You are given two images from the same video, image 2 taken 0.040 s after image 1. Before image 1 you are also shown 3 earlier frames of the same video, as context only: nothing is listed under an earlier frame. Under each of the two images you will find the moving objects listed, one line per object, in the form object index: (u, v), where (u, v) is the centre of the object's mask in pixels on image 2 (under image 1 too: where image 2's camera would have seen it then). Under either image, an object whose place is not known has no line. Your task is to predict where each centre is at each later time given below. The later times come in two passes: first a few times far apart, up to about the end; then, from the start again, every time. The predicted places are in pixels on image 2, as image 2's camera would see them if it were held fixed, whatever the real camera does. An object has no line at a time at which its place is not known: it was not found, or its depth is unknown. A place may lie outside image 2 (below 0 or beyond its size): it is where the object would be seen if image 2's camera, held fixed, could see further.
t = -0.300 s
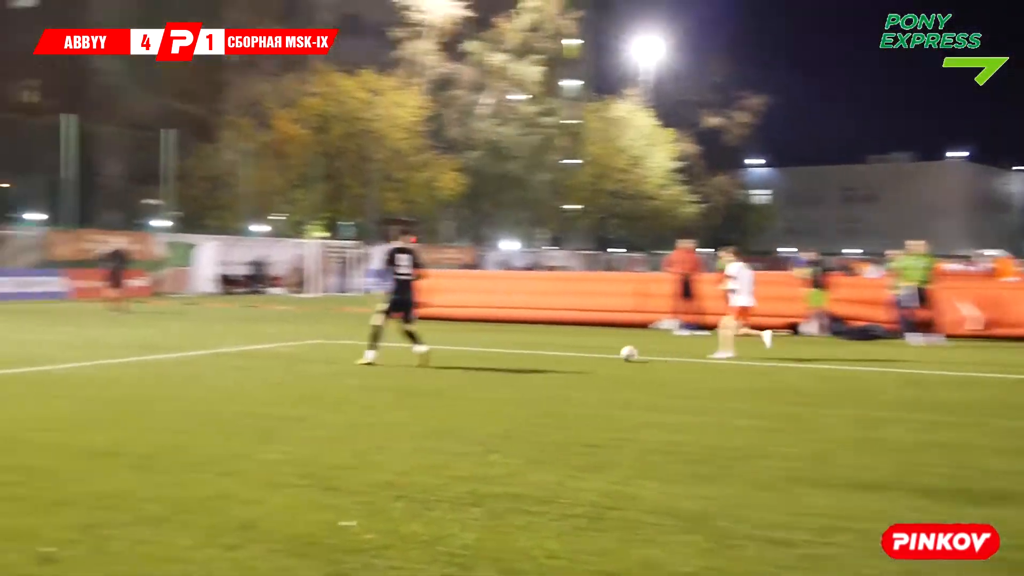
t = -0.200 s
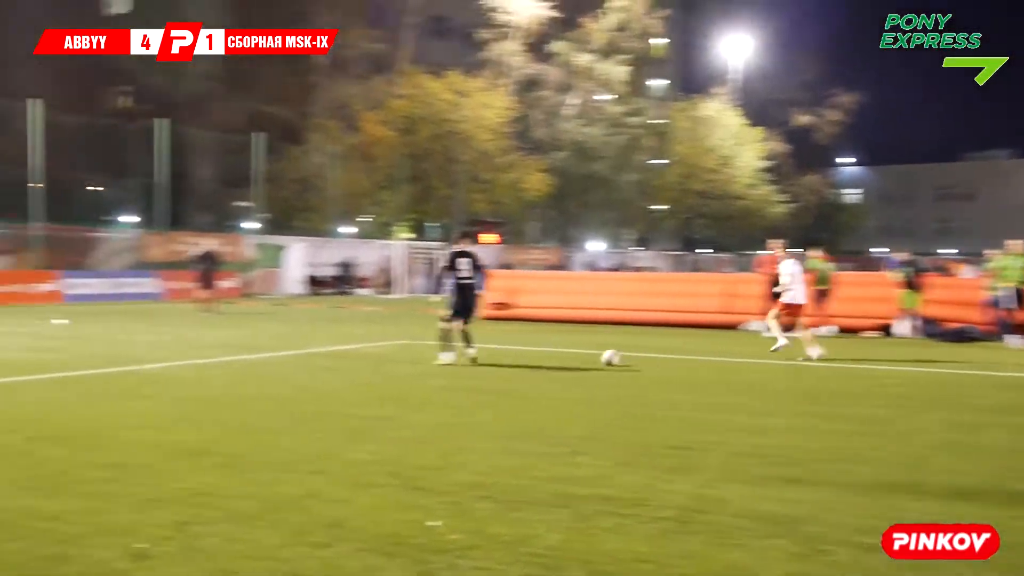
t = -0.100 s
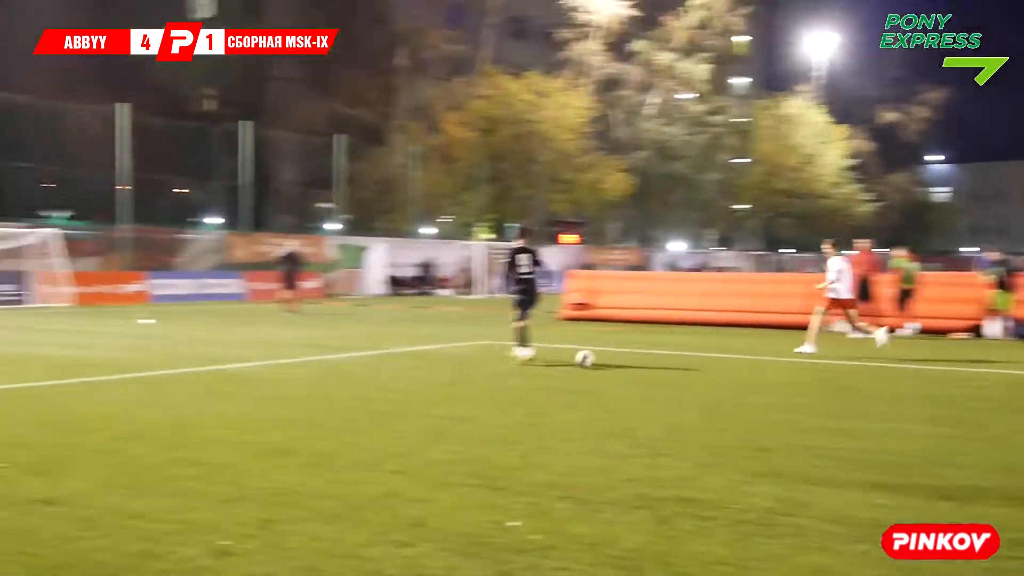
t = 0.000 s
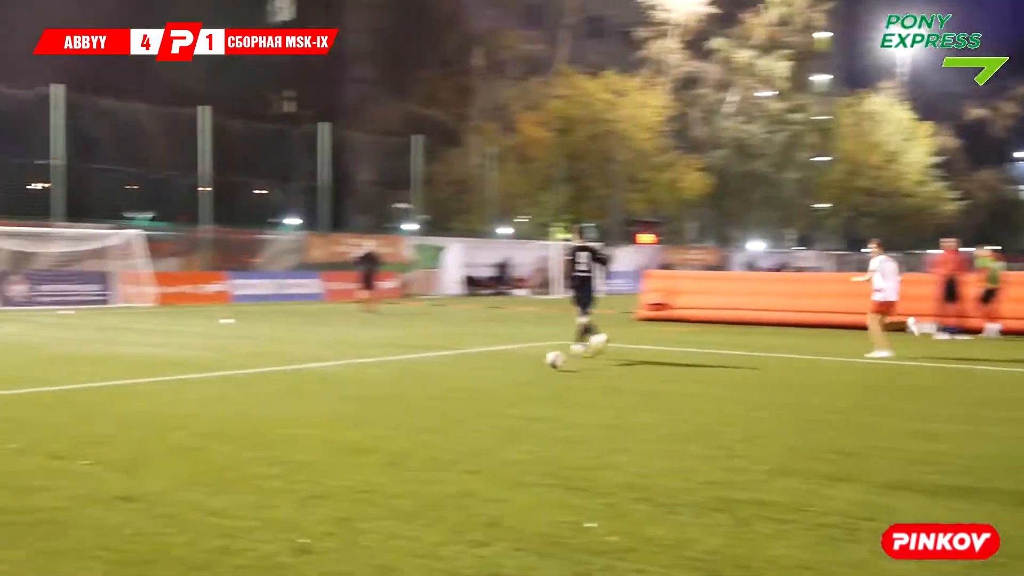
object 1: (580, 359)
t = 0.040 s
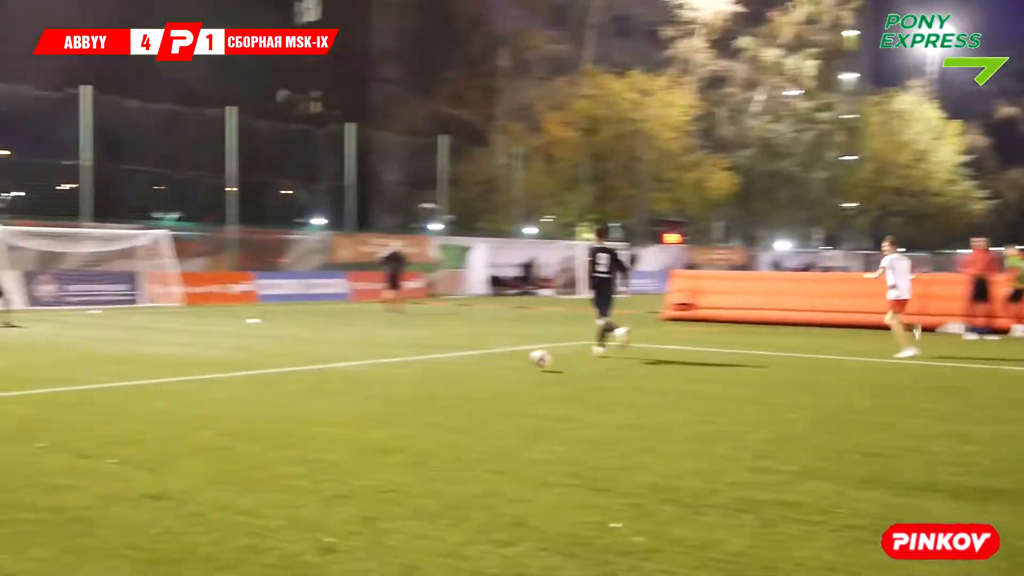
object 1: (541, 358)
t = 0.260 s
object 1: (321, 361)
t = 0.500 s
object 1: (104, 368)
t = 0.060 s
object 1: (520, 358)
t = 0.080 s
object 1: (498, 358)
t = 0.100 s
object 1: (478, 359)
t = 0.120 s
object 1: (456, 360)
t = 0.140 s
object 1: (437, 362)
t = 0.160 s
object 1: (417, 364)
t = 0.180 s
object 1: (397, 364)
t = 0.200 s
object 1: (378, 362)
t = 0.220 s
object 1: (358, 361)
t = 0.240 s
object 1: (340, 361)
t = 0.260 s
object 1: (321, 361)
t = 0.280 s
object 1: (303, 361)
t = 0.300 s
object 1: (283, 362)
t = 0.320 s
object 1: (263, 363)
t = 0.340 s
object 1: (245, 365)
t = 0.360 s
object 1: (226, 366)
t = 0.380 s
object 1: (209, 366)
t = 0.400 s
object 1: (191, 365)
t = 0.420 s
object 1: (173, 365)
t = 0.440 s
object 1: (157, 365)
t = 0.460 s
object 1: (139, 366)
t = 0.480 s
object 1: (121, 367)
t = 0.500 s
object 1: (104, 368)
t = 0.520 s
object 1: (86, 369)
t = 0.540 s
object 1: (68, 369)
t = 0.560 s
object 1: (49, 368)
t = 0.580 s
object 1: (33, 368)
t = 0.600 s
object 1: (14, 368)
